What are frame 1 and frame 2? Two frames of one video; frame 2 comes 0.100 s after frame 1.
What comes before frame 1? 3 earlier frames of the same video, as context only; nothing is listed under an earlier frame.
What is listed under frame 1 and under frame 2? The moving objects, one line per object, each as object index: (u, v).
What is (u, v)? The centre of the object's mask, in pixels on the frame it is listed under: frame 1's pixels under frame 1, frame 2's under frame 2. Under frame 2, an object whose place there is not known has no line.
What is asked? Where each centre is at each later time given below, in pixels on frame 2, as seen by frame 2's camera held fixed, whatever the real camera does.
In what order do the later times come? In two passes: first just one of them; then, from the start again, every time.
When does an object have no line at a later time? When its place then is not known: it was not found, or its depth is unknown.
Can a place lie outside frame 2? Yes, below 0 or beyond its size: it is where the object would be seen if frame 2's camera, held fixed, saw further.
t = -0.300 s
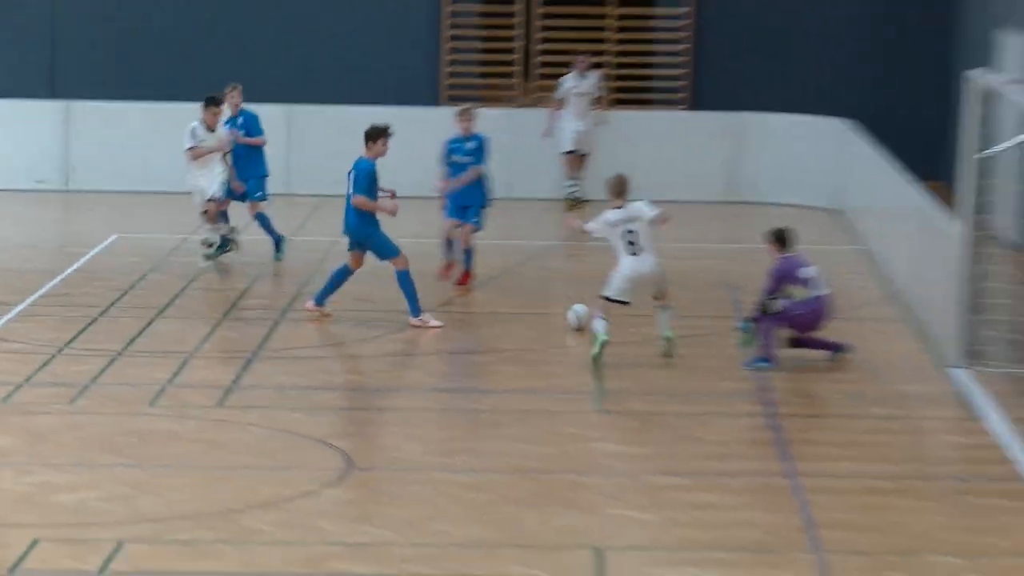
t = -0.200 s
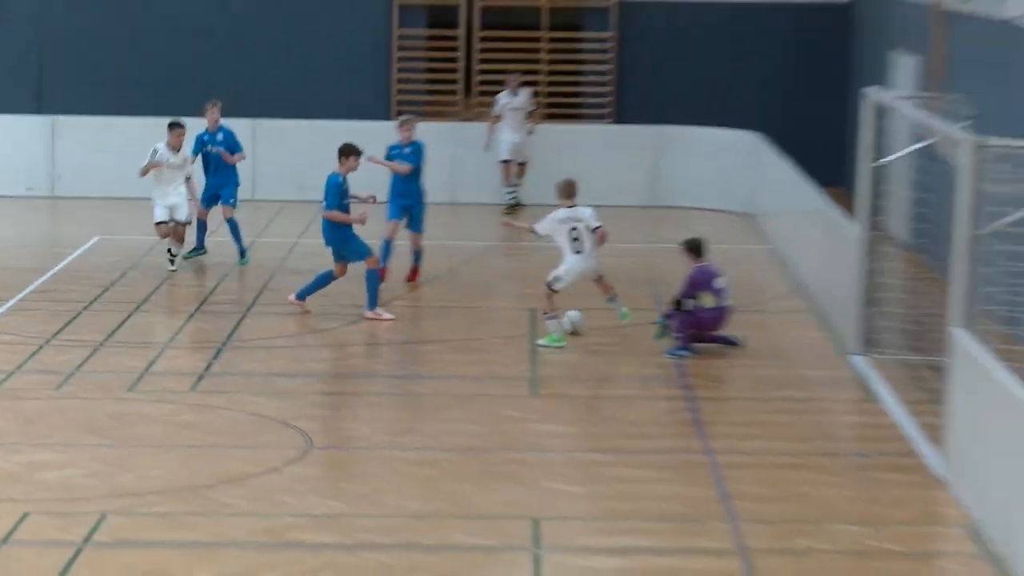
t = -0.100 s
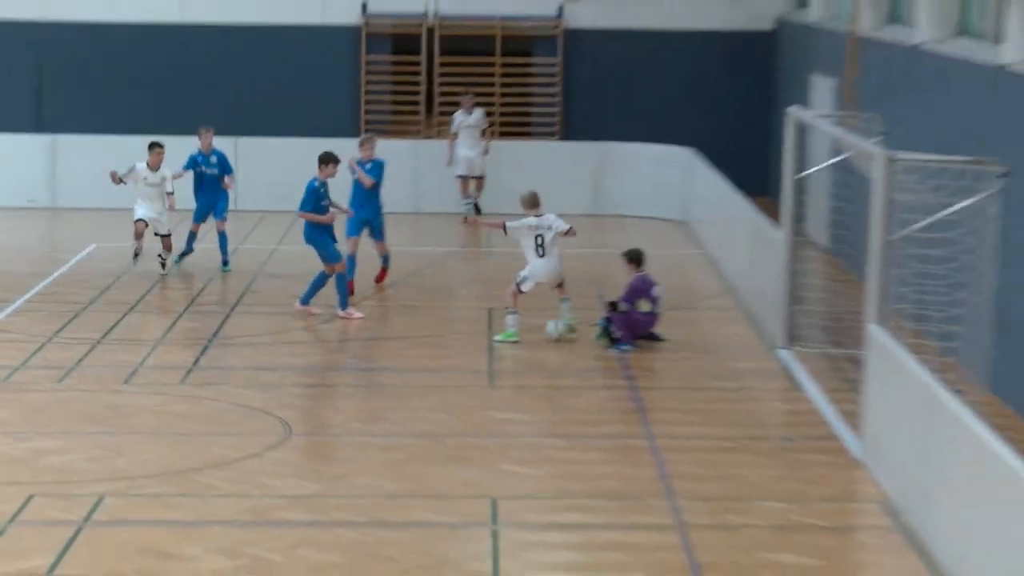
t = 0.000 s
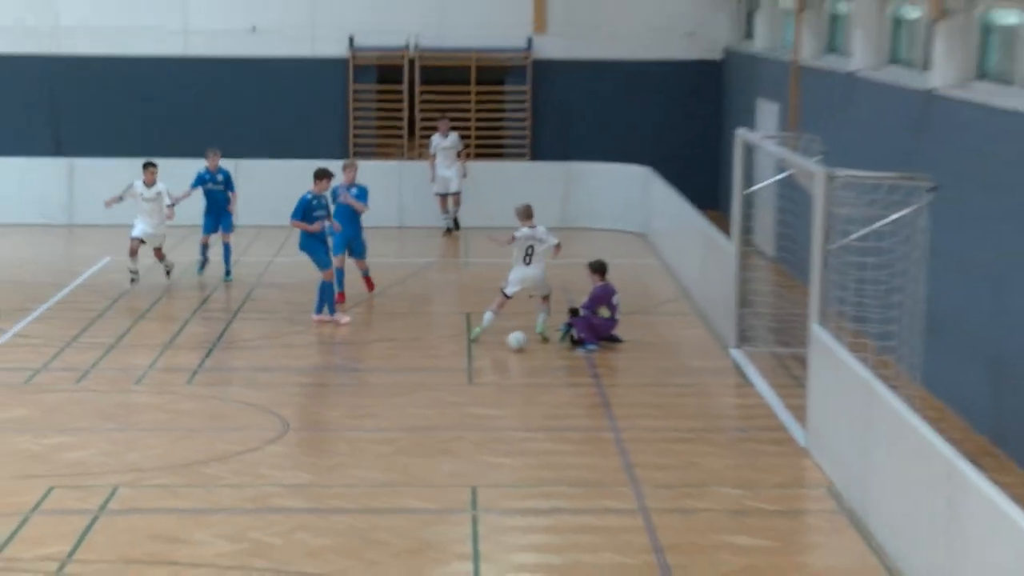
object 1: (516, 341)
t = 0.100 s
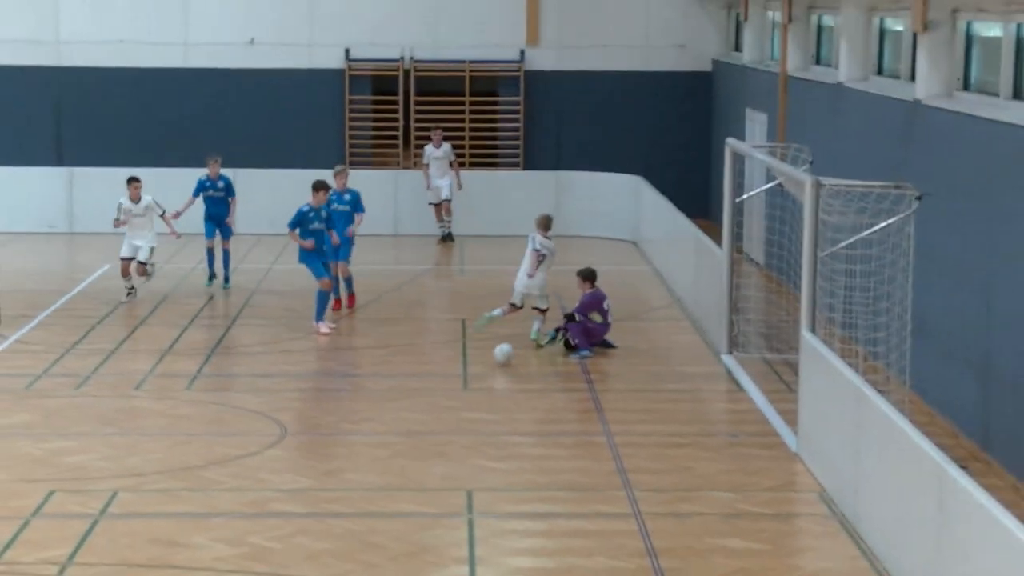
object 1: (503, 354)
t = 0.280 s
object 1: (492, 370)
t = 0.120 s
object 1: (501, 356)
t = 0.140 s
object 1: (500, 359)
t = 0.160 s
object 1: (499, 360)
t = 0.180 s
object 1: (498, 362)
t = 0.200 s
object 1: (497, 364)
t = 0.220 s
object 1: (496, 364)
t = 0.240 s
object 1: (495, 366)
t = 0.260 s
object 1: (493, 368)
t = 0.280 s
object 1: (492, 370)
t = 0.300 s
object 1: (492, 371)
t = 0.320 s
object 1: (490, 373)
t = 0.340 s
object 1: (490, 375)
